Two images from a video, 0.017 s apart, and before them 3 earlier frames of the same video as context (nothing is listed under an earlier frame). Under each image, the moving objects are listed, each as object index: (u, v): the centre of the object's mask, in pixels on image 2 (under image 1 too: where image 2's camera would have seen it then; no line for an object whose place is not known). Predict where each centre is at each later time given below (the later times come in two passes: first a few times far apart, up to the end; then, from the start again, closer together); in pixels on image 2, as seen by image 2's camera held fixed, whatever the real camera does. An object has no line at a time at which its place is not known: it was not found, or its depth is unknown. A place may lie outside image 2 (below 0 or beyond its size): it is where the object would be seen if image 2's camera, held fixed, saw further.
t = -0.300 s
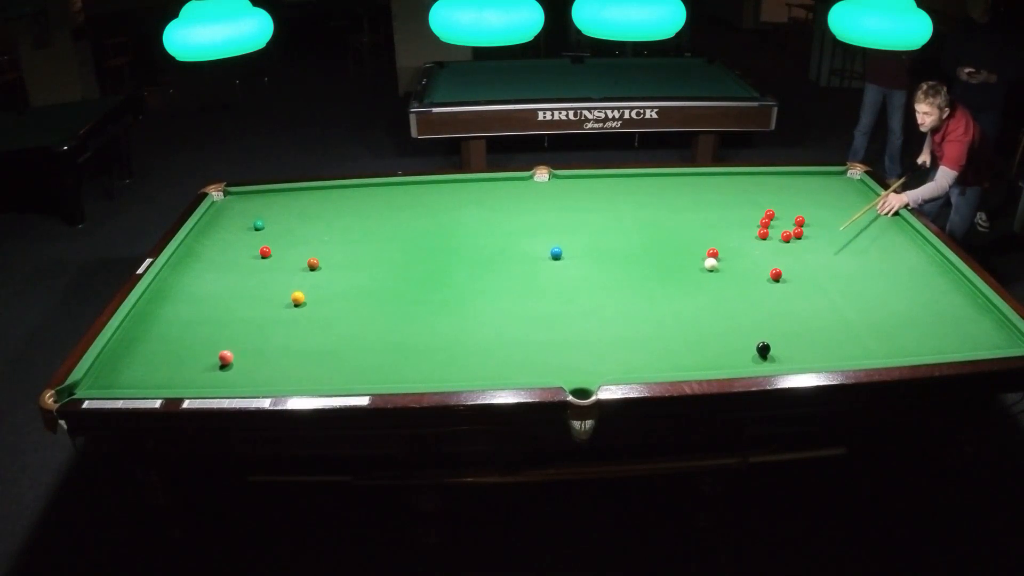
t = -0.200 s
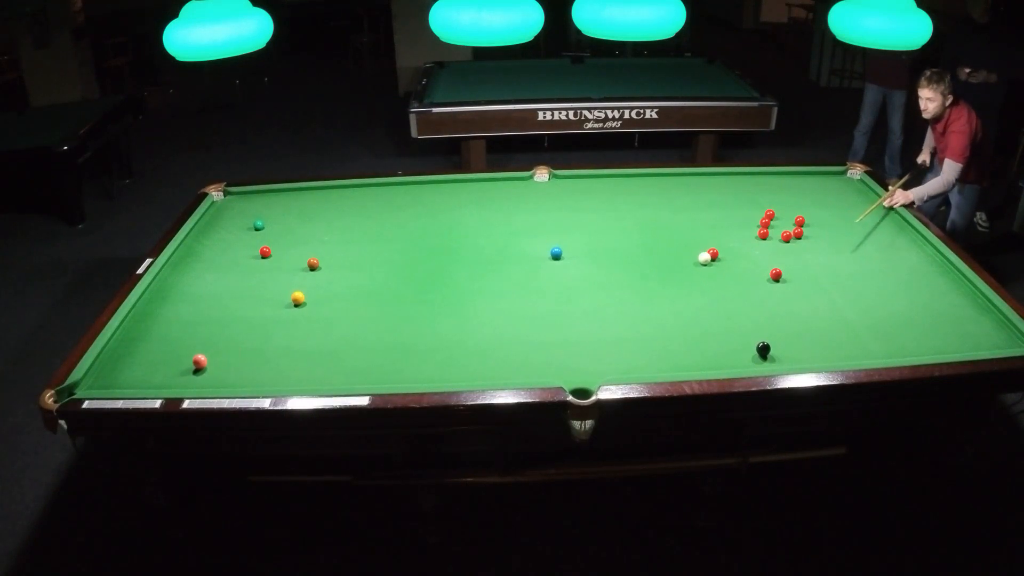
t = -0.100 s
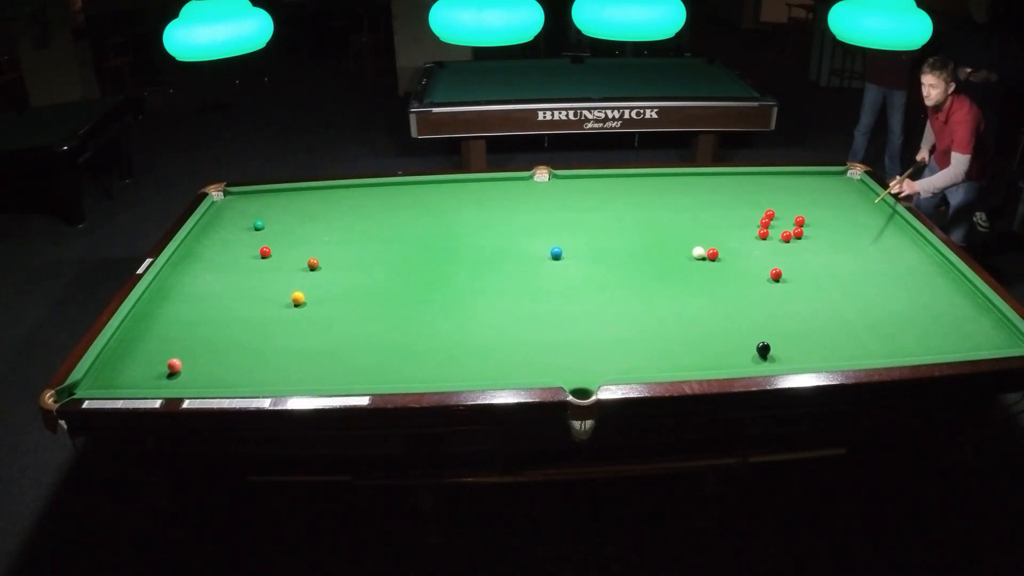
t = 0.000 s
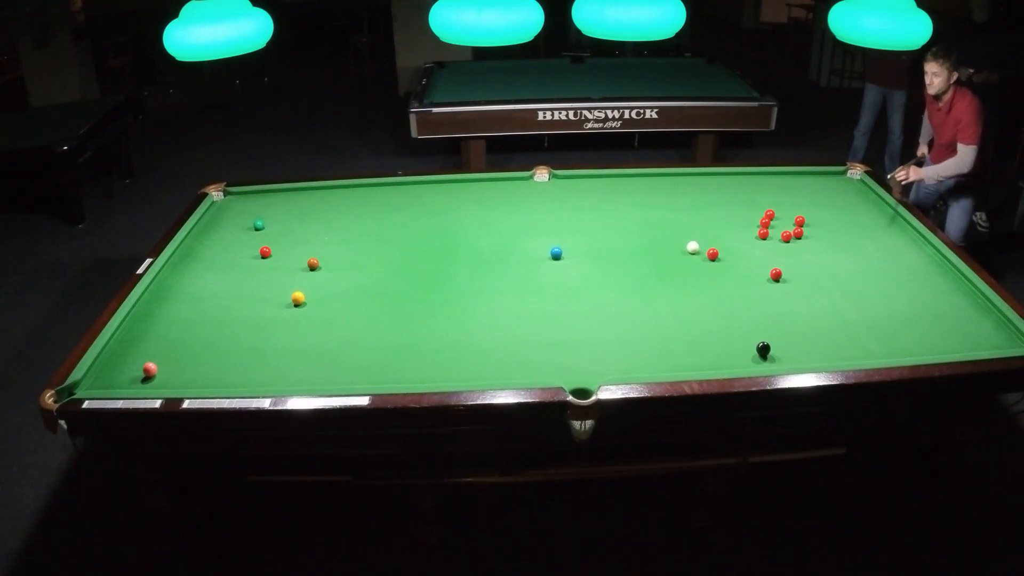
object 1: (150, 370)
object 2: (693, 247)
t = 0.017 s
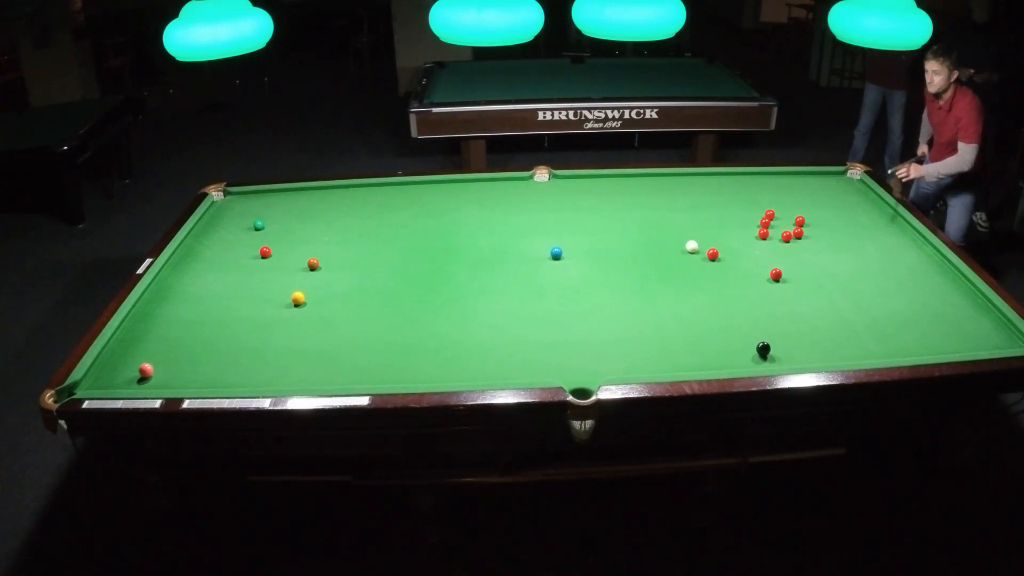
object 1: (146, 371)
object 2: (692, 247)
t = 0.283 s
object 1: (85, 381)
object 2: (678, 234)
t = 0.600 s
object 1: (121, 382)
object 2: (663, 220)
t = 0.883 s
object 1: (156, 372)
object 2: (651, 210)
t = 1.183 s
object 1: (190, 362)
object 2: (641, 200)
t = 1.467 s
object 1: (221, 353)
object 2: (632, 192)
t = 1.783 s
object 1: (251, 344)
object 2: (624, 185)
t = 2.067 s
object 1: (276, 336)
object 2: (617, 178)
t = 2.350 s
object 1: (298, 329)
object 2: (614, 178)
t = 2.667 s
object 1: (321, 322)
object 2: (613, 182)
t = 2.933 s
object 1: (338, 317)
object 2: (613, 184)
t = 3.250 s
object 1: (355, 312)
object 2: (612, 187)
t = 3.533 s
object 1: (369, 307)
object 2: (612, 189)
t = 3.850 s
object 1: (382, 303)
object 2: (611, 190)
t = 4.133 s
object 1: (391, 301)
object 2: (611, 190)
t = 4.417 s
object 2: (611, 190)
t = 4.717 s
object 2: (611, 190)
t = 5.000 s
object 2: (611, 190)
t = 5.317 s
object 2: (611, 190)
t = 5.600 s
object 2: (611, 190)
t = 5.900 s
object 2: (611, 190)
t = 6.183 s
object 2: (611, 190)
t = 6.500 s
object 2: (611, 190)
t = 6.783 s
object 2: (611, 190)
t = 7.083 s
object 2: (611, 190)
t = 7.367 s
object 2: (611, 190)
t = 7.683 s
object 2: (611, 190)
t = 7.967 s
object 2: (611, 190)
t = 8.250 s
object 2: (611, 190)
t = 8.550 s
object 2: (611, 190)
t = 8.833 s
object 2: (611, 190)
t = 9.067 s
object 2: (611, 190)
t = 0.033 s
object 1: (142, 371)
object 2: (691, 246)
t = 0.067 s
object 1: (133, 373)
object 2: (689, 244)
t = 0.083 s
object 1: (129, 373)
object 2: (688, 243)
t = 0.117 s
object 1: (121, 375)
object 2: (686, 242)
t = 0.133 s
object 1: (118, 375)
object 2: (685, 241)
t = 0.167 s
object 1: (110, 377)
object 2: (684, 239)
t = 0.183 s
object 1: (106, 377)
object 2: (683, 238)
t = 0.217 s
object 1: (99, 378)
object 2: (681, 237)
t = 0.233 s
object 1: (95, 379)
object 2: (680, 236)
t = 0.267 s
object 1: (87, 380)
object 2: (679, 234)
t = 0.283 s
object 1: (85, 381)
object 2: (678, 234)
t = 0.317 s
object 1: (88, 382)
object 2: (676, 232)
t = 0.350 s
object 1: (92, 384)
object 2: (675, 231)
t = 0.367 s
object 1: (93, 384)
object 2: (674, 230)
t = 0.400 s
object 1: (97, 385)
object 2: (672, 228)
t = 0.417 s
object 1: (98, 386)
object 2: (671, 228)
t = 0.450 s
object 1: (102, 386)
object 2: (670, 226)
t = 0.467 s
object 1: (104, 385)
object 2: (669, 226)
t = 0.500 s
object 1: (109, 385)
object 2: (667, 224)
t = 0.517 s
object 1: (111, 384)
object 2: (667, 224)
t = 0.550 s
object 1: (115, 383)
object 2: (665, 222)
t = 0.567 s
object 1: (117, 383)
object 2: (665, 222)
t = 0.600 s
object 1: (121, 382)
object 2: (663, 220)
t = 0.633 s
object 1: (126, 381)
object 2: (662, 219)
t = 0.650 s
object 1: (128, 381)
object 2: (661, 218)
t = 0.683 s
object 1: (132, 380)
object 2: (659, 217)
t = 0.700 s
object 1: (134, 379)
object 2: (659, 216)
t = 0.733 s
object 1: (138, 377)
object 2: (657, 215)
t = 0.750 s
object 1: (140, 377)
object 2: (657, 215)
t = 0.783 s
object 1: (144, 376)
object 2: (655, 213)
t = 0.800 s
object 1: (146, 375)
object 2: (655, 213)
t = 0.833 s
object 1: (150, 374)
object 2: (653, 211)
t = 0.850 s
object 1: (152, 373)
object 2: (653, 211)
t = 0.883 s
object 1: (156, 372)
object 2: (651, 210)
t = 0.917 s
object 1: (160, 371)
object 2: (650, 209)
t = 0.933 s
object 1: (162, 371)
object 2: (650, 208)
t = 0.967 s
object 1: (166, 369)
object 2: (648, 207)
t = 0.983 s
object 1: (168, 369)
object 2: (648, 206)
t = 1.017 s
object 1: (172, 368)
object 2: (646, 205)
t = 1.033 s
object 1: (174, 367)
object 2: (646, 205)
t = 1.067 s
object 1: (177, 366)
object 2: (645, 204)
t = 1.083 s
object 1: (179, 365)
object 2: (644, 203)
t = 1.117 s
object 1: (183, 364)
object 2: (643, 202)
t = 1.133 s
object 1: (185, 364)
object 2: (642, 202)
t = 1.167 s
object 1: (189, 363)
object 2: (641, 201)
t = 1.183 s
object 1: (190, 362)
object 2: (641, 200)
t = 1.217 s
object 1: (194, 361)
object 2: (640, 199)
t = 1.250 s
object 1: (198, 360)
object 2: (638, 198)
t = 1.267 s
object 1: (200, 359)
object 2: (638, 198)
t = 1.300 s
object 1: (203, 358)
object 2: (637, 197)
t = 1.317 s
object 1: (205, 358)
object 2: (636, 196)
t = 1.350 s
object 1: (208, 357)
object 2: (635, 195)
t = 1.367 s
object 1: (210, 356)
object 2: (635, 195)
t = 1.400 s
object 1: (214, 355)
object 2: (634, 194)
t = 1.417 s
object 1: (215, 354)
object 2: (633, 193)
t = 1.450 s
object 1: (219, 353)
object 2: (632, 193)
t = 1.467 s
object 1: (221, 353)
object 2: (632, 192)
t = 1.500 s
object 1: (224, 352)
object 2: (631, 191)
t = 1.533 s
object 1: (227, 351)
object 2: (630, 191)
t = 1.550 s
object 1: (229, 350)
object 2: (630, 190)
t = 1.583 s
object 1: (232, 349)
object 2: (629, 189)
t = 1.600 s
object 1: (234, 349)
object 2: (628, 189)
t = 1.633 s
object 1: (237, 348)
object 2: (627, 188)
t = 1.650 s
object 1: (239, 348)
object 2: (627, 188)
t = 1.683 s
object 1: (242, 347)
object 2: (626, 187)
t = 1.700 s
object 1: (244, 346)
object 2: (626, 186)
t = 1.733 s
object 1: (247, 345)
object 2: (625, 186)
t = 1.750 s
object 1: (248, 345)
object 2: (624, 185)
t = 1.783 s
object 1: (251, 344)
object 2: (624, 185)
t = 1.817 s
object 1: (254, 343)
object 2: (623, 184)
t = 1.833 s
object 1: (256, 342)
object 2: (622, 183)
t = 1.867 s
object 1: (259, 341)
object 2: (622, 183)
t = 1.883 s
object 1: (260, 341)
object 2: (621, 182)
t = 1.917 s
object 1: (263, 340)
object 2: (620, 181)
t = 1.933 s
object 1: (265, 340)
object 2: (620, 181)
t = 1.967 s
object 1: (268, 339)
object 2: (619, 180)
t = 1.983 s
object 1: (269, 338)
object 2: (619, 180)
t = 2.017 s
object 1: (272, 337)
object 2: (618, 179)
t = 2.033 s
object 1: (273, 337)
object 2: (618, 179)
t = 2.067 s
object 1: (276, 336)
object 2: (617, 178)
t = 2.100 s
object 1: (279, 335)
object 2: (616, 178)
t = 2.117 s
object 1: (280, 335)
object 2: (616, 177)
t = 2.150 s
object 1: (283, 334)
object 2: (615, 177)
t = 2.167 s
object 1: (284, 334)
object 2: (615, 176)
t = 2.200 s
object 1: (287, 333)
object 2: (615, 176)
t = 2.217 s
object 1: (288, 332)
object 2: (615, 176)
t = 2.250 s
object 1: (291, 332)
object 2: (614, 177)
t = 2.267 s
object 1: (292, 331)
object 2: (614, 177)
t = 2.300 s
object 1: (295, 331)
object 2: (614, 177)
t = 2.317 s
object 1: (296, 330)
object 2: (614, 178)
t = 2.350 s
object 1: (298, 329)
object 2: (614, 178)
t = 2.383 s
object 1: (301, 328)
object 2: (614, 178)
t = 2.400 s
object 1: (302, 328)
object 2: (614, 179)
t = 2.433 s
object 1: (305, 327)
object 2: (614, 179)
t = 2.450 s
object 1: (306, 327)
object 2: (614, 179)
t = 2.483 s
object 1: (308, 326)
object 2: (614, 180)
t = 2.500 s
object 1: (309, 326)
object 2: (614, 180)
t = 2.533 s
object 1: (312, 325)
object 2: (613, 180)
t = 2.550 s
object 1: (313, 325)
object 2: (613, 180)
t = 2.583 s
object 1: (315, 324)
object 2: (613, 181)
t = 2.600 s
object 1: (316, 324)
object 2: (613, 181)
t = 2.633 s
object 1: (319, 323)
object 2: (613, 181)
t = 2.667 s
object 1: (321, 322)
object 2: (613, 182)
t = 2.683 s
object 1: (322, 322)
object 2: (613, 182)
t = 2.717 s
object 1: (324, 321)
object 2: (613, 182)
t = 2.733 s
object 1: (325, 321)
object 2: (613, 182)
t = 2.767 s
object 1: (327, 320)
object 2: (613, 183)
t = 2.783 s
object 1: (328, 320)
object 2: (613, 183)
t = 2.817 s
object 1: (331, 319)
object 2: (613, 183)
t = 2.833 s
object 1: (332, 319)
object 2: (613, 183)
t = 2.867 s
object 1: (334, 318)
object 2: (613, 184)
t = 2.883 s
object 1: (335, 318)
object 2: (613, 184)
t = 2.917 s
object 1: (337, 317)
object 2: (613, 184)
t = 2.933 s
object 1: (338, 317)
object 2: (613, 184)
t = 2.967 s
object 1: (340, 316)
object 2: (612, 185)
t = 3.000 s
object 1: (342, 316)
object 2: (612, 185)
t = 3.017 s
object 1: (343, 316)
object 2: (612, 185)
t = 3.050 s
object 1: (345, 315)
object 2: (612, 185)
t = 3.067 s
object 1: (345, 315)
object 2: (612, 185)
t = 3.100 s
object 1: (347, 314)
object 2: (612, 186)
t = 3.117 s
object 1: (348, 314)
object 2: (612, 186)
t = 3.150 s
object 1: (350, 313)
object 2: (612, 186)
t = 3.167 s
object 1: (351, 313)
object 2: (612, 186)
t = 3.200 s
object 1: (353, 312)
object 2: (612, 187)
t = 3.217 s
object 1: (354, 312)
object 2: (612, 187)
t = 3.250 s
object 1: (355, 312)
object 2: (612, 187)
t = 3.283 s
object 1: (357, 311)
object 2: (612, 187)
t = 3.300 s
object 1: (358, 311)
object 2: (612, 187)
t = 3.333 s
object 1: (360, 310)
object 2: (612, 187)
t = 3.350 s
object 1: (360, 310)
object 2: (612, 188)
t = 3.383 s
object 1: (362, 310)
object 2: (612, 188)
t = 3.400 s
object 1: (362, 309)
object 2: (612, 188)
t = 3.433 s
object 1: (364, 309)
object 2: (612, 188)
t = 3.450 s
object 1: (365, 309)
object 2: (612, 188)
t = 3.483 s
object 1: (366, 308)
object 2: (612, 188)
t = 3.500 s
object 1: (367, 308)
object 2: (612, 188)
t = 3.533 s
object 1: (369, 307)
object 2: (612, 189)
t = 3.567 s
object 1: (370, 307)
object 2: (612, 189)
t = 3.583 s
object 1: (371, 307)
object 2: (612, 189)
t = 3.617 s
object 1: (372, 306)
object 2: (612, 189)
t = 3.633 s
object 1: (373, 306)
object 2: (612, 189)
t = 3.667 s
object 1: (374, 306)
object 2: (612, 189)
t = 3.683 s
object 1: (375, 306)
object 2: (611, 189)
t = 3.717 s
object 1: (376, 305)
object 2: (611, 189)
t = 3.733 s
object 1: (377, 305)
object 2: (611, 189)
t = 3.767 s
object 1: (379, 304)
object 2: (611, 190)
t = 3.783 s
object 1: (379, 304)
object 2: (611, 190)
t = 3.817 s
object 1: (380, 304)
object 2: (611, 190)
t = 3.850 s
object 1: (382, 303)
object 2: (611, 190)
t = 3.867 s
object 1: (382, 303)
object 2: (611, 190)
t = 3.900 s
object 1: (384, 303)
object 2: (611, 190)
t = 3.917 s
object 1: (384, 303)
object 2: (611, 190)
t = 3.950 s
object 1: (385, 302)
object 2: (611, 190)
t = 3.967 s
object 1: (386, 302)
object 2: (611, 190)
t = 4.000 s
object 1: (387, 302)
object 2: (611, 190)
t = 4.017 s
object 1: (388, 302)
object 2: (611, 190)
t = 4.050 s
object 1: (389, 301)
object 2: (611, 190)
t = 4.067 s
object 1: (389, 301)
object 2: (611, 190)
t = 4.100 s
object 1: (390, 301)
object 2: (611, 190)
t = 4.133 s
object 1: (391, 301)
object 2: (611, 190)
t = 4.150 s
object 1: (392, 300)
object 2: (611, 190)
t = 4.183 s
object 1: (393, 300)
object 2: (611, 190)
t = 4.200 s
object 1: (394, 300)
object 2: (611, 190)
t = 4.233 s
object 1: (394, 300)
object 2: (611, 190)
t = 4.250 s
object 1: (395, 299)
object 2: (611, 190)
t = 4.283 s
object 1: (396, 299)
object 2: (611, 190)
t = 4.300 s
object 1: (396, 299)
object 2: (611, 190)
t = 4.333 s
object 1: (397, 299)
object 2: (611, 190)
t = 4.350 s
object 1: (398, 299)
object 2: (611, 190)
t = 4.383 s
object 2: (611, 190)
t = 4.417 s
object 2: (611, 190)
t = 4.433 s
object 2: (611, 190)
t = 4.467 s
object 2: (611, 190)
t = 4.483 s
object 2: (611, 190)
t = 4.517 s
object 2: (611, 190)
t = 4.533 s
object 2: (611, 190)
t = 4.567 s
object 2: (611, 190)
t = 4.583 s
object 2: (611, 190)
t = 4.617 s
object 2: (611, 190)
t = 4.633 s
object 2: (611, 190)
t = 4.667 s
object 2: (611, 190)
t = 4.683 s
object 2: (611, 190)
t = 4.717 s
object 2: (611, 190)
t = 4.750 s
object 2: (611, 190)
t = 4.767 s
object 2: (611, 190)
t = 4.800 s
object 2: (611, 190)
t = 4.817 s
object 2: (611, 190)
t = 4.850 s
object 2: (611, 190)
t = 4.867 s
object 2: (611, 190)
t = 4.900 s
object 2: (611, 190)
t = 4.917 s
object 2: (611, 190)
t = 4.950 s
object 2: (611, 190)
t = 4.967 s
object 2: (611, 190)
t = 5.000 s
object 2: (611, 190)
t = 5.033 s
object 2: (611, 190)
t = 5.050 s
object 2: (611, 190)
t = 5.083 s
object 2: (611, 190)
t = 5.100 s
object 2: (611, 190)
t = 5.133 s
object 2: (611, 190)
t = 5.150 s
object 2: (611, 190)
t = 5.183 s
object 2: (611, 190)
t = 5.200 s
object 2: (611, 190)
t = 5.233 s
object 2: (611, 190)
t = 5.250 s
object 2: (611, 190)
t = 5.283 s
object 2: (611, 190)
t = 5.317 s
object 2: (611, 190)
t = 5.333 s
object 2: (611, 190)
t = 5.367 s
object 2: (611, 190)
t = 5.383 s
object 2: (611, 190)
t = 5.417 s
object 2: (611, 190)
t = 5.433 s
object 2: (611, 190)
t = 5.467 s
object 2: (611, 190)
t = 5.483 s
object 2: (611, 190)
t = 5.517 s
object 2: (611, 190)
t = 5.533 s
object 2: (611, 190)
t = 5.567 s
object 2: (611, 190)
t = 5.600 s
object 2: (611, 190)
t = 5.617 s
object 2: (611, 190)
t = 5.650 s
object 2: (611, 190)
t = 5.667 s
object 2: (611, 190)
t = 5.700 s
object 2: (611, 190)
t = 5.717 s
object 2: (611, 190)
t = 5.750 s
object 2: (611, 190)
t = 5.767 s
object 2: (611, 190)
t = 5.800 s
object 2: (611, 190)
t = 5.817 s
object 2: (611, 190)
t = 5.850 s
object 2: (611, 190)
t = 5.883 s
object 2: (611, 190)
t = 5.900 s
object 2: (611, 190)
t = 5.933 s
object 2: (611, 190)
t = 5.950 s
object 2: (611, 190)
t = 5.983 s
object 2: (611, 190)
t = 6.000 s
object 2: (611, 190)
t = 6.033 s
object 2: (611, 190)
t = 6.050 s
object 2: (611, 190)
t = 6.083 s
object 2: (611, 190)
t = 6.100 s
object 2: (611, 190)
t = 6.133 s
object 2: (611, 190)
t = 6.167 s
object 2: (611, 190)
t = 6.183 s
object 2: (611, 190)
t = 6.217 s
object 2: (611, 190)
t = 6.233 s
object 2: (611, 190)
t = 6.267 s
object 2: (611, 190)
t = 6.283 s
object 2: (611, 190)
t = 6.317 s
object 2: (611, 190)
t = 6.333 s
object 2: (611, 190)
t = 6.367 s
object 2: (611, 190)
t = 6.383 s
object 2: (611, 190)
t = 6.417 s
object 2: (611, 190)
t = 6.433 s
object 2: (611, 190)
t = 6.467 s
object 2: (611, 190)
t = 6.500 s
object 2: (611, 190)
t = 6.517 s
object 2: (611, 190)
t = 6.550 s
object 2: (611, 190)
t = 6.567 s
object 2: (611, 190)
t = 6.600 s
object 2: (611, 190)
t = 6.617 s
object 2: (611, 190)
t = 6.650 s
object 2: (611, 190)
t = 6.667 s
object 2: (611, 190)
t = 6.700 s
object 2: (611, 190)
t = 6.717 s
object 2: (611, 190)
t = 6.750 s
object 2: (611, 190)
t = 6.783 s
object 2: (611, 190)
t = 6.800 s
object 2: (611, 190)
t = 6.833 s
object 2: (611, 190)
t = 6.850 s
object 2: (611, 190)
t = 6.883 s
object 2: (611, 190)
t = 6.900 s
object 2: (611, 190)
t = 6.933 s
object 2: (611, 190)
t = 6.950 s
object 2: (611, 190)
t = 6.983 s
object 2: (611, 190)
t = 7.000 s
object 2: (611, 190)
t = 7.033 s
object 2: (611, 190)
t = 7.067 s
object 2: (611, 190)
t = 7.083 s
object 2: (611, 190)
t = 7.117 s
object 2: (611, 190)
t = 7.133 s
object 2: (611, 190)
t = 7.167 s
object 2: (611, 190)
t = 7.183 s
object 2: (611, 190)
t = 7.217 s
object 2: (611, 190)
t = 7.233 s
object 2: (611, 190)
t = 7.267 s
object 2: (611, 190)
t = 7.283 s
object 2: (611, 190)
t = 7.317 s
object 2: (611, 190)
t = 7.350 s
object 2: (611, 190)
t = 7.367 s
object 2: (611, 190)
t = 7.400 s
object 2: (611, 190)
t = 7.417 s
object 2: (611, 190)
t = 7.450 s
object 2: (611, 190)
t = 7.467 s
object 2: (611, 190)
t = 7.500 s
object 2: (611, 190)
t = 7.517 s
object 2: (611, 190)
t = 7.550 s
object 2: (611, 190)
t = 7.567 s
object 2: (611, 190)
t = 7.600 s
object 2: (611, 190)
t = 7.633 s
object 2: (611, 190)
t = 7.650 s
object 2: (611, 190)
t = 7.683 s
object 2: (611, 190)
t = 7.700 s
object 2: (611, 190)
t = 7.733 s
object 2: (611, 190)
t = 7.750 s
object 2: (611, 190)
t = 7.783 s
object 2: (611, 190)
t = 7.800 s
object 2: (611, 190)
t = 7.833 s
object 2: (611, 190)
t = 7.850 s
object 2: (611, 190)
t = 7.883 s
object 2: (611, 190)
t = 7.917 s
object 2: (611, 190)
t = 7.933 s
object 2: (611, 190)
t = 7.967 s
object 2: (611, 190)
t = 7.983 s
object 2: (611, 190)
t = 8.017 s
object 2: (611, 190)
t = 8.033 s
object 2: (611, 190)
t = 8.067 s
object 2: (611, 190)
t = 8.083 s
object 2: (611, 190)
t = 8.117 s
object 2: (611, 190)
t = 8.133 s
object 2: (611, 190)
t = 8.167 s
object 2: (611, 190)
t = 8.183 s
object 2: (611, 190)
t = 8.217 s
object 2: (611, 190)
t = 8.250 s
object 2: (611, 190)
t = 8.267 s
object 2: (611, 190)
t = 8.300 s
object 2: (611, 190)
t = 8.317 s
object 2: (611, 190)
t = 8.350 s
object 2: (611, 190)
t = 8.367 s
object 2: (611, 190)
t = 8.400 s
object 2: (611, 190)
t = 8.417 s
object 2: (611, 190)
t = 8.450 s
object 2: (611, 190)
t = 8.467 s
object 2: (611, 190)
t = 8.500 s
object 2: (611, 190)
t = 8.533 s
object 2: (611, 190)
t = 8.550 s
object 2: (611, 190)
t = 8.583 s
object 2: (611, 190)
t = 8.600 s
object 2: (611, 190)
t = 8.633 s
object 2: (611, 190)
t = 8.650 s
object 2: (611, 190)
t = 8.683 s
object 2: (611, 190)
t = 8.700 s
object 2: (611, 190)
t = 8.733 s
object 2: (611, 190)
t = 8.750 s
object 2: (611, 190)
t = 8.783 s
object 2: (611, 190)
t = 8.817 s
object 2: (611, 190)
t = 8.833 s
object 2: (611, 190)
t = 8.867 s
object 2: (611, 190)
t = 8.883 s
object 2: (611, 190)
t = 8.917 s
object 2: (611, 190)
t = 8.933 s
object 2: (611, 190)
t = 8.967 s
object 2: (611, 190)
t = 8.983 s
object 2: (611, 190)
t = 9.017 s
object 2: (611, 190)
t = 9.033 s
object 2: (611, 190)
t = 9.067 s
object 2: (611, 190)
